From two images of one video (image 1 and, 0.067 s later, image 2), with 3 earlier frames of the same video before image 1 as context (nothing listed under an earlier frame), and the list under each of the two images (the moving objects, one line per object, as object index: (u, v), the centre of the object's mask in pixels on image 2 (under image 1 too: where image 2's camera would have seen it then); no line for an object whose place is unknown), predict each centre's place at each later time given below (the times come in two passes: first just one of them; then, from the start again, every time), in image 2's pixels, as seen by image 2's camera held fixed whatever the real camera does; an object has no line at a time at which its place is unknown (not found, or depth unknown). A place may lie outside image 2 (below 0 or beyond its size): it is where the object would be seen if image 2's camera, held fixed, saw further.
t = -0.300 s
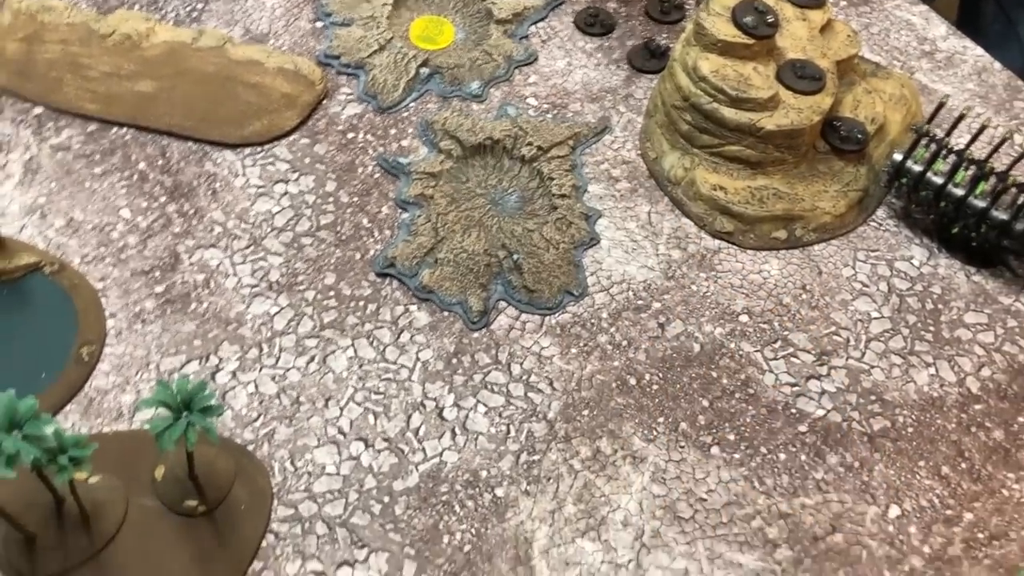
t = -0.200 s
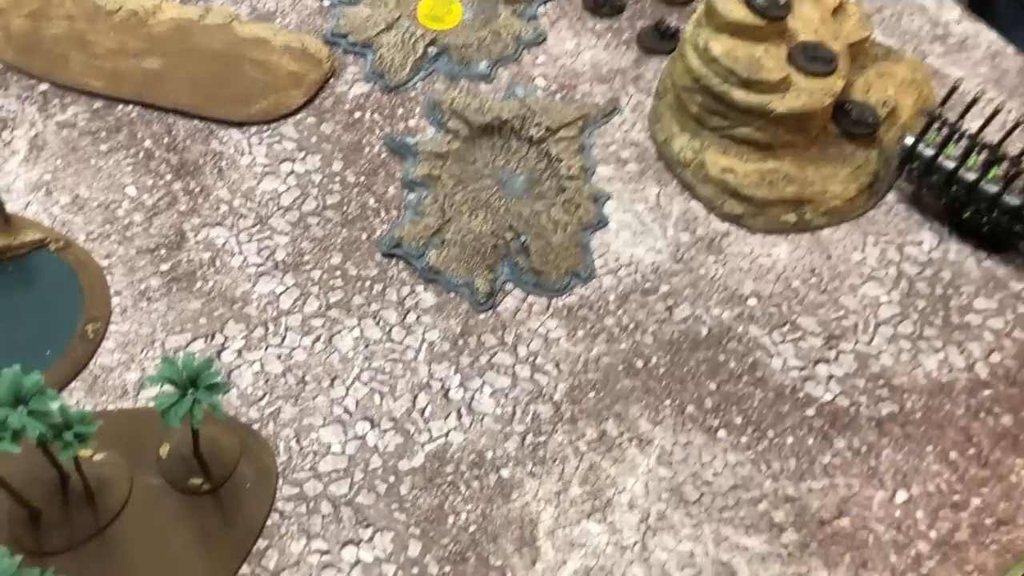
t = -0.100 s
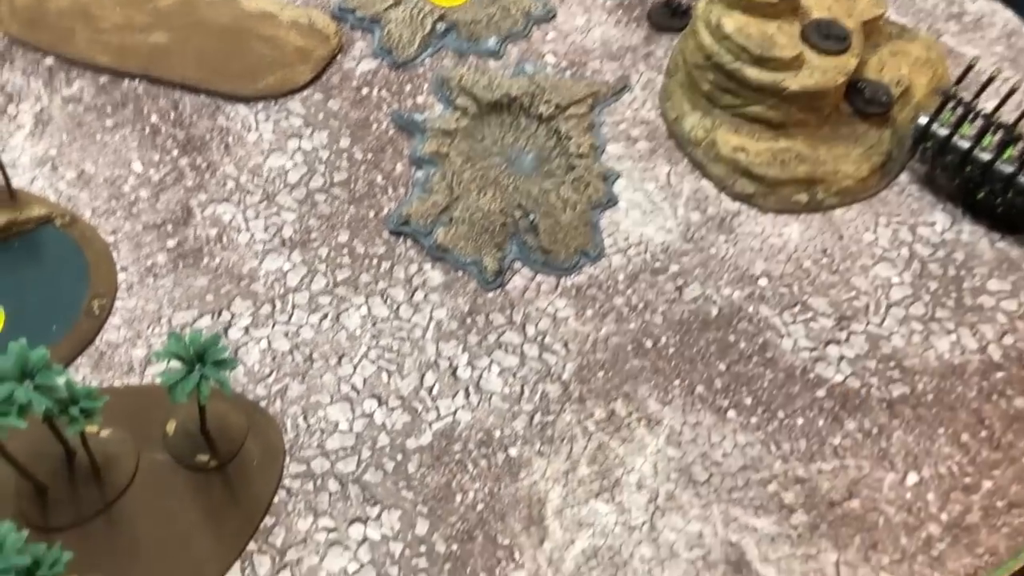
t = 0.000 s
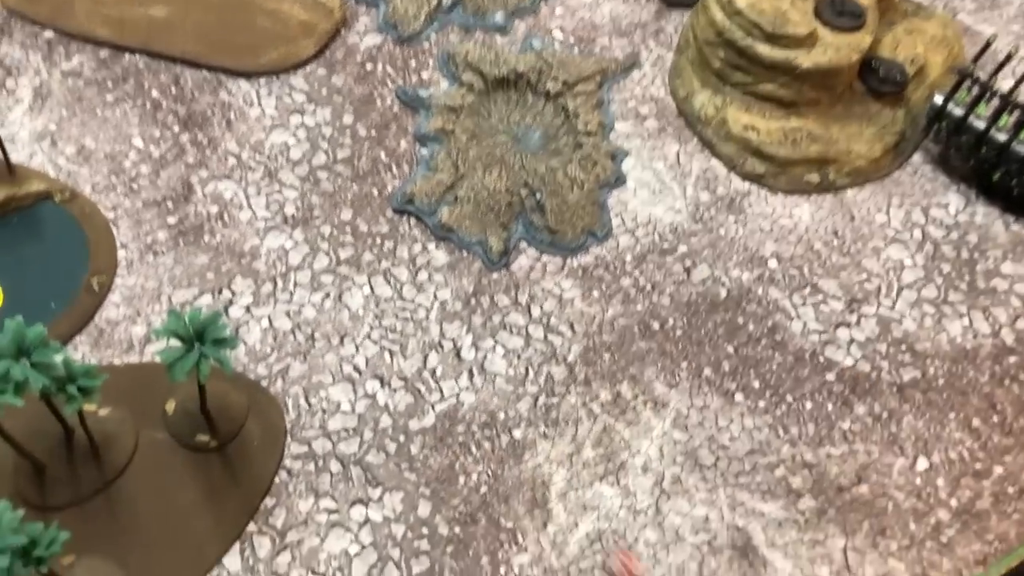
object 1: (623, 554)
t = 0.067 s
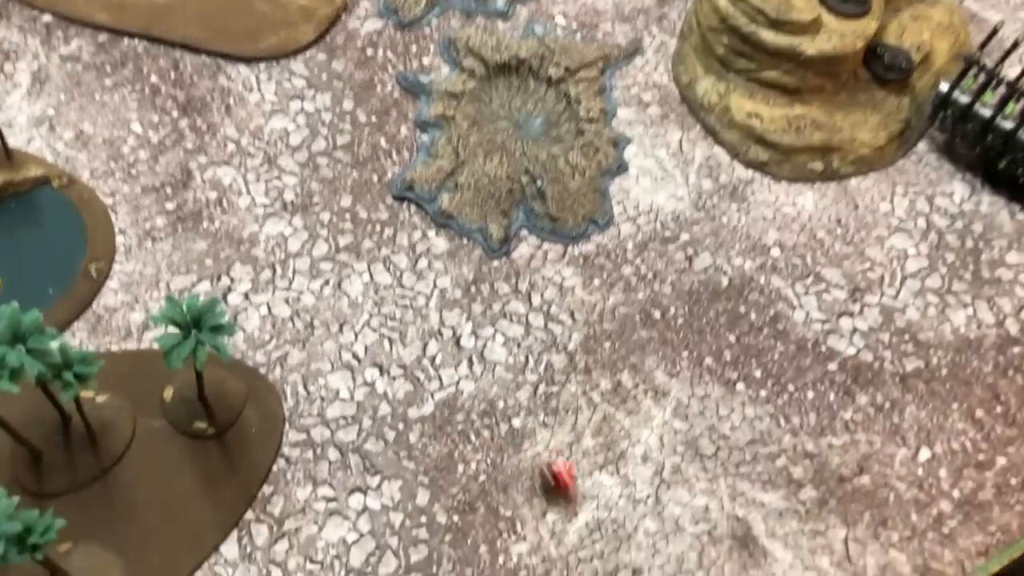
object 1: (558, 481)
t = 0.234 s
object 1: (448, 316)
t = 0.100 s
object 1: (537, 433)
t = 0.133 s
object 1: (509, 398)
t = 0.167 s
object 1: (485, 366)
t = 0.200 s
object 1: (462, 343)
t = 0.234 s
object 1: (448, 316)
